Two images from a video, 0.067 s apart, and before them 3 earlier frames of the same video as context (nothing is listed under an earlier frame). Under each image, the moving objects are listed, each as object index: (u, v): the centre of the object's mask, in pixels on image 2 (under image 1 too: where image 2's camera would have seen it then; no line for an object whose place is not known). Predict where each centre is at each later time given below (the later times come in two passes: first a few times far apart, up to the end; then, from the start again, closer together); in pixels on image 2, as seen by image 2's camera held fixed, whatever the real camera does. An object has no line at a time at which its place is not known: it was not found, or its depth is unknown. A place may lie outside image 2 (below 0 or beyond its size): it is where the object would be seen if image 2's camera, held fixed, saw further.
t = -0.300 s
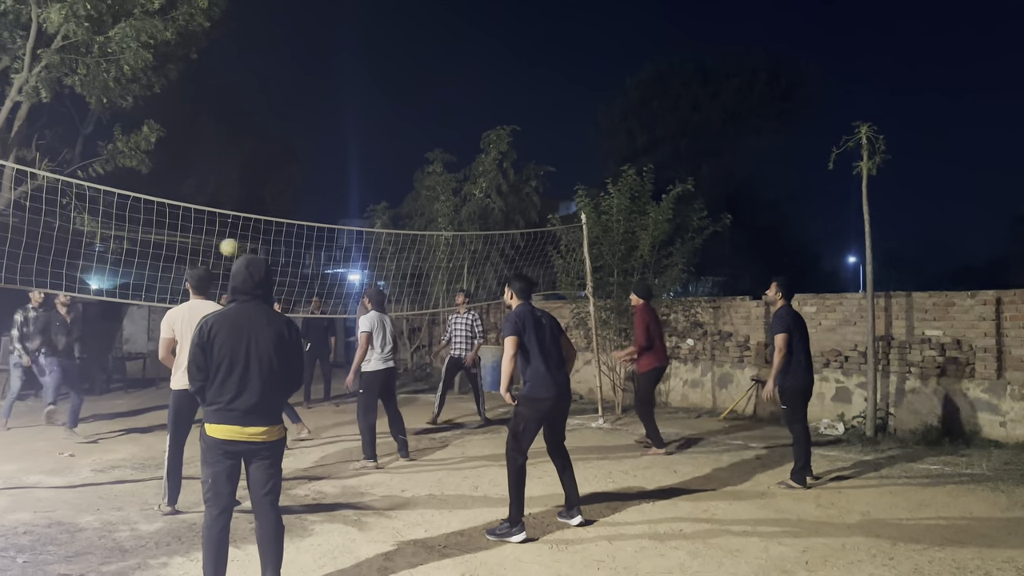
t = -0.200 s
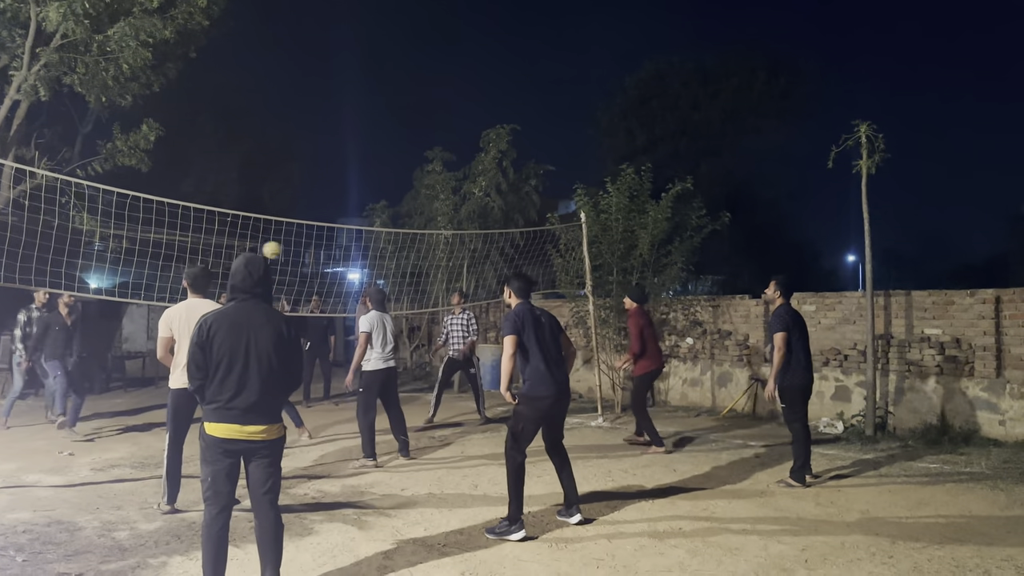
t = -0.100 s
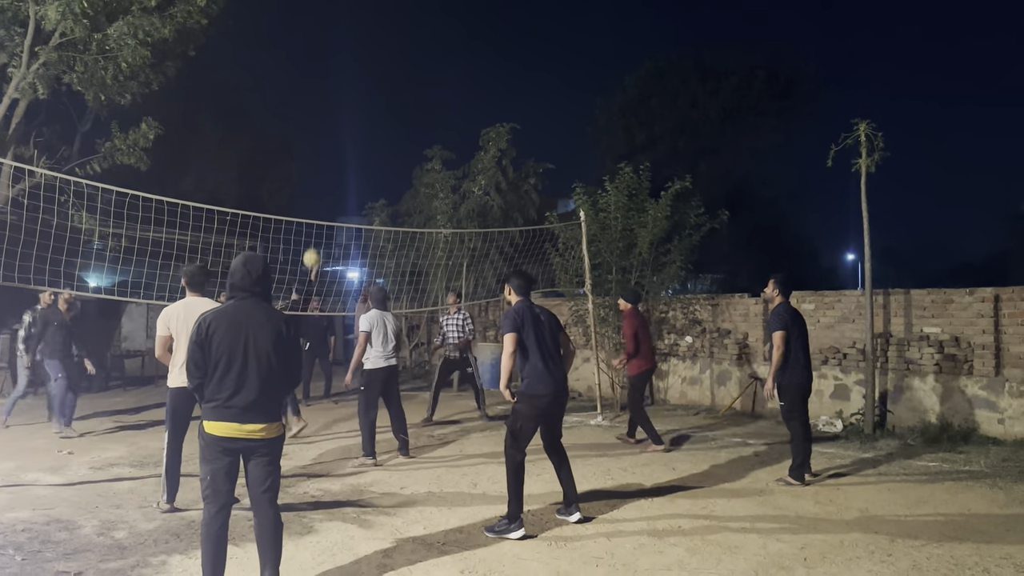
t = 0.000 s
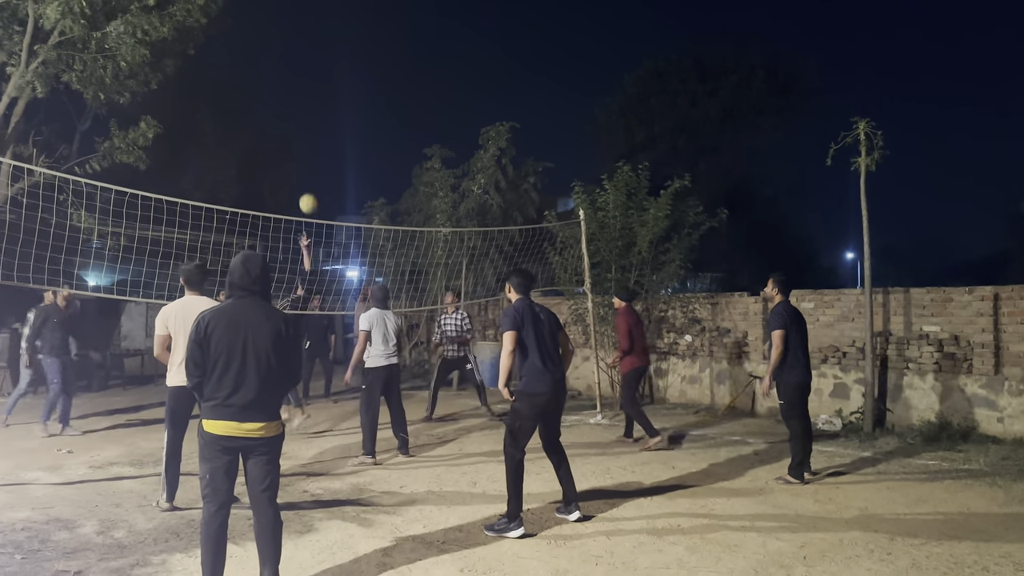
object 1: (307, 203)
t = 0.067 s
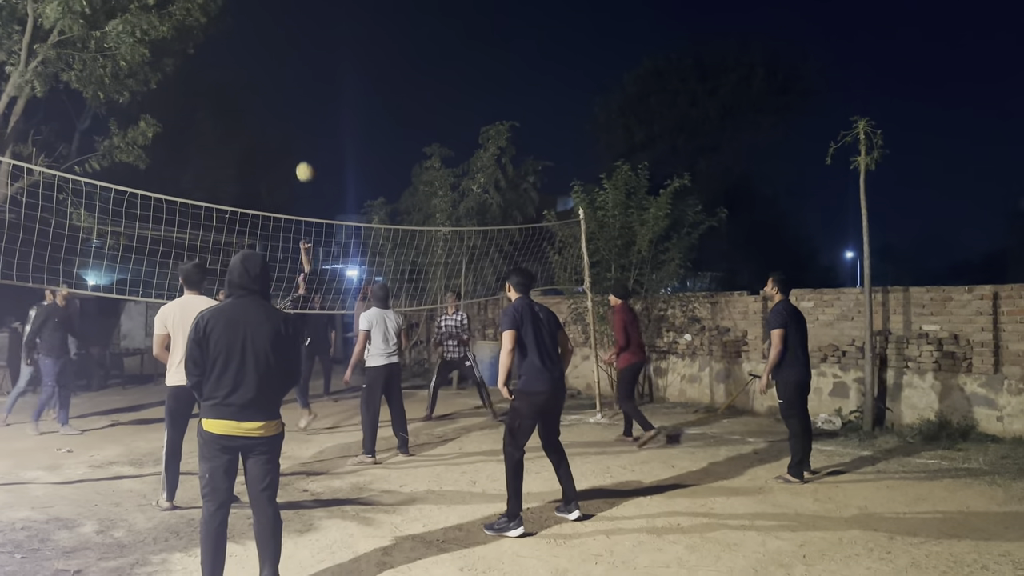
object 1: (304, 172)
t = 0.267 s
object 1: (293, 100)
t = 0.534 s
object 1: (280, 57)
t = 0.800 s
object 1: (267, 72)
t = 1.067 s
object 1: (255, 143)
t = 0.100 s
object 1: (303, 158)
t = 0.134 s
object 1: (301, 145)
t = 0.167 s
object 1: (299, 132)
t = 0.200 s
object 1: (297, 121)
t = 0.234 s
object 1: (295, 110)
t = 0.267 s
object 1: (293, 100)
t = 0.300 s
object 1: (292, 92)
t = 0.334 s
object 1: (290, 84)
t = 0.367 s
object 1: (288, 78)
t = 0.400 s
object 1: (286, 72)
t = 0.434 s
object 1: (285, 67)
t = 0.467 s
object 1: (283, 63)
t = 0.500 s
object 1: (281, 59)
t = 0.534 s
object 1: (280, 57)
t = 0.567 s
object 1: (279, 56)
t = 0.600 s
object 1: (277, 55)
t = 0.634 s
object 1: (275, 56)
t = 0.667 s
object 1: (274, 57)
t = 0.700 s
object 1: (272, 60)
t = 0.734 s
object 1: (270, 62)
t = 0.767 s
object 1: (269, 66)
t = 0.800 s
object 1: (267, 72)
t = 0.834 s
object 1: (266, 77)
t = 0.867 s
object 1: (264, 84)
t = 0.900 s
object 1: (262, 92)
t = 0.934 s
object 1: (261, 100)
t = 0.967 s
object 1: (259, 110)
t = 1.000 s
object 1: (257, 120)
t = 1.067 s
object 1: (255, 143)
